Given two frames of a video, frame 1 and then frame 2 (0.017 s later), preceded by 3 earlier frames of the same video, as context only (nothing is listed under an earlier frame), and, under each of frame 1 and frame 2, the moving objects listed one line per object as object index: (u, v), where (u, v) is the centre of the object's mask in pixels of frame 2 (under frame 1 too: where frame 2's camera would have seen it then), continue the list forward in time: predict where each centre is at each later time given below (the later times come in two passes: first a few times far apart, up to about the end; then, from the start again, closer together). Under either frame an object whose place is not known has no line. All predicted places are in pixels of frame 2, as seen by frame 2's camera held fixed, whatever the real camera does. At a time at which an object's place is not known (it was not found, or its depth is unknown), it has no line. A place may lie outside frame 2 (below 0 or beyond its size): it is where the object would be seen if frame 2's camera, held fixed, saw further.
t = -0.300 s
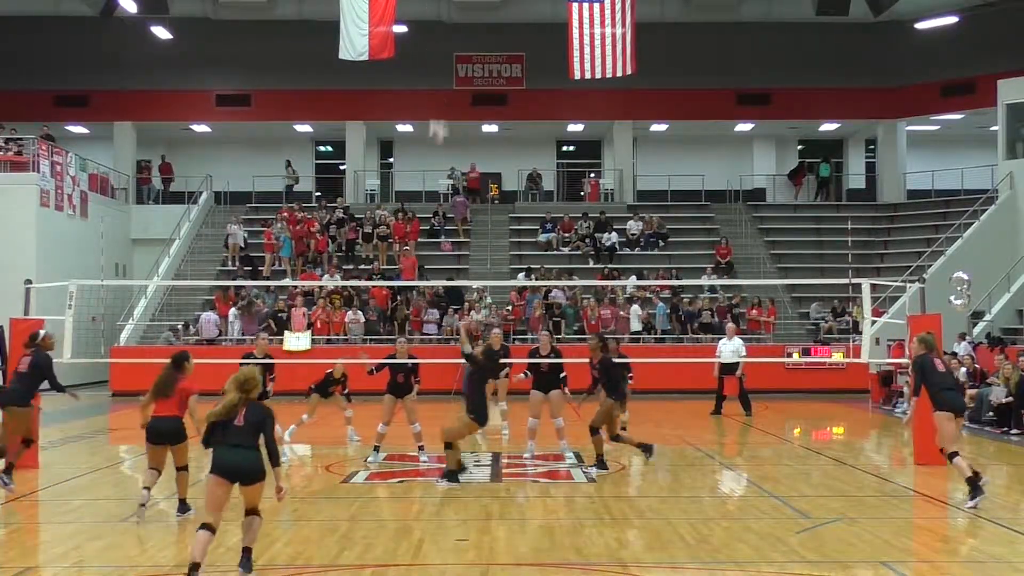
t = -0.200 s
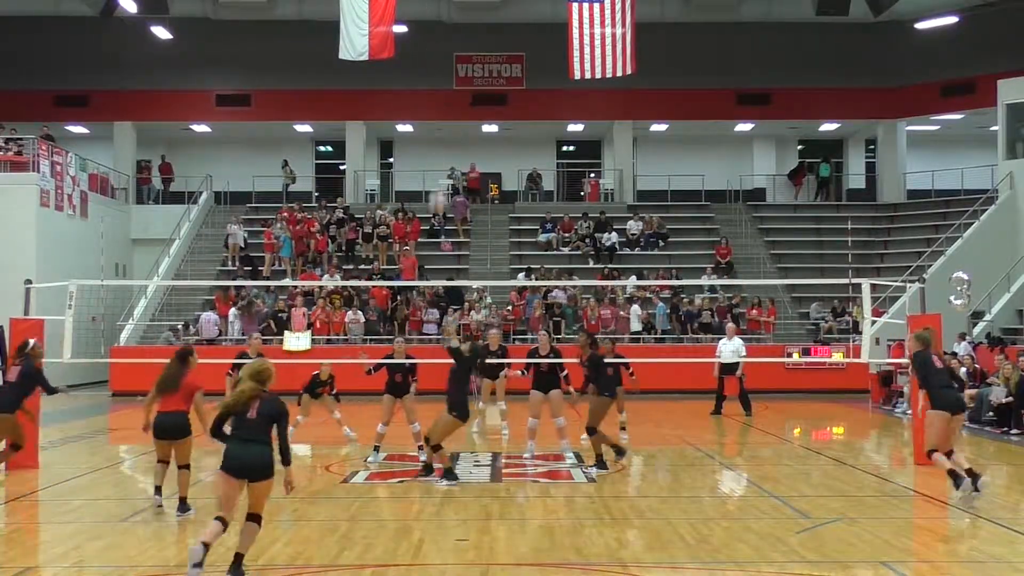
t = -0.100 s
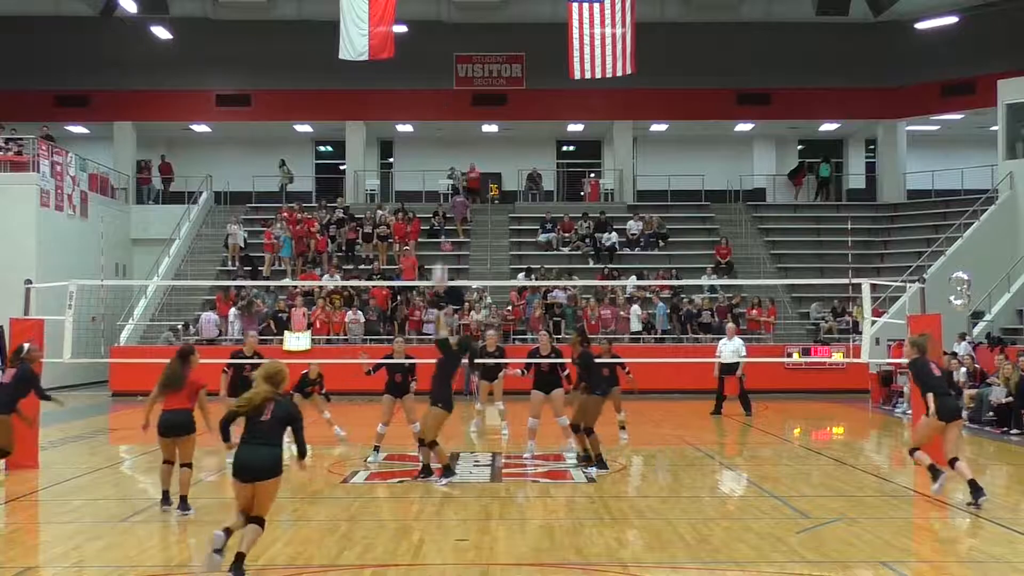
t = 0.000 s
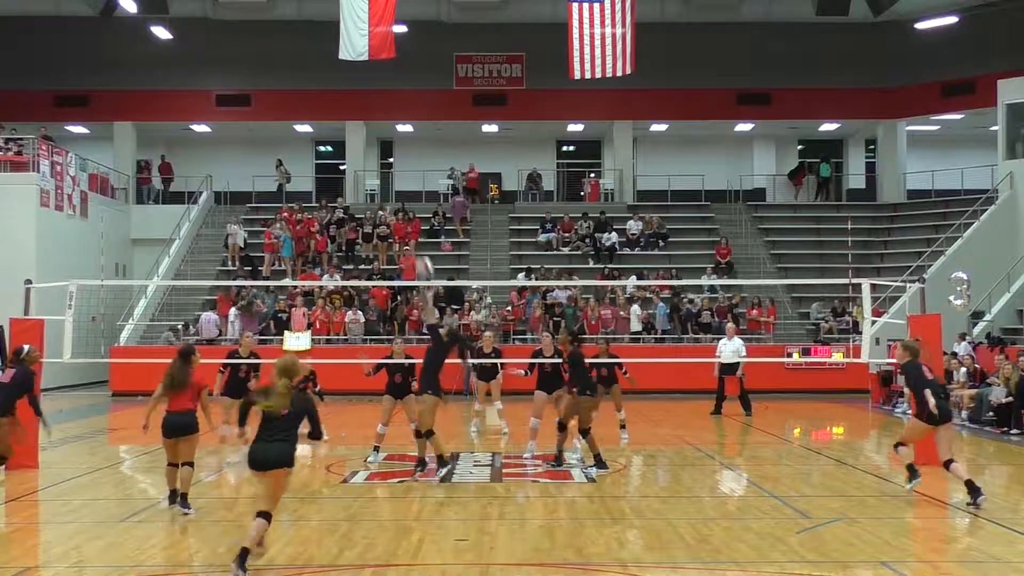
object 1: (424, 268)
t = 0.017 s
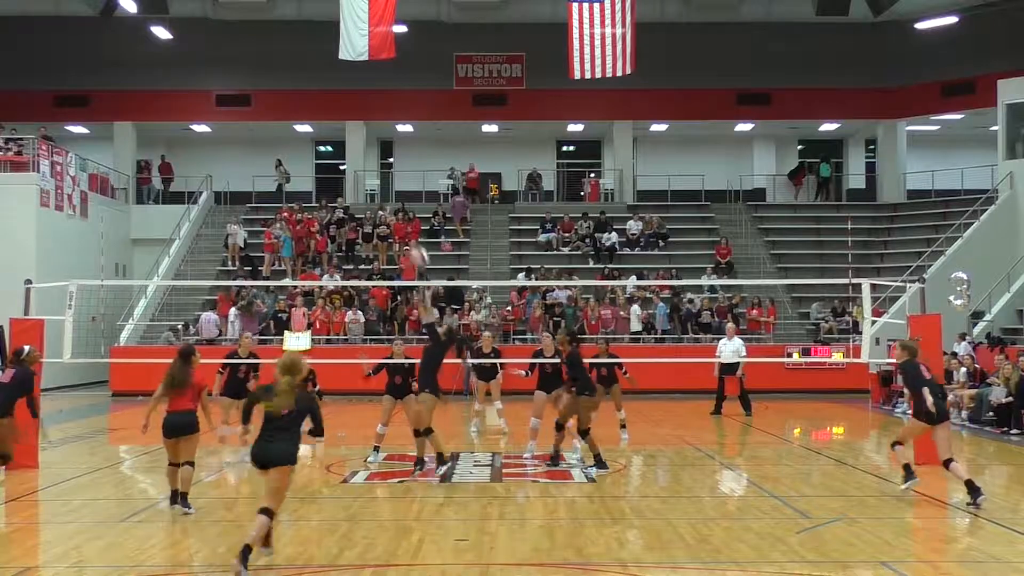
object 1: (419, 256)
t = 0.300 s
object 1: (347, 120)
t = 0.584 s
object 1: (281, 61)
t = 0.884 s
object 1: (214, 73)
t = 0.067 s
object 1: (407, 227)
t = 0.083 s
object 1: (402, 217)
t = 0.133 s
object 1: (390, 192)
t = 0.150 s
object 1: (386, 183)
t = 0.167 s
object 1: (382, 176)
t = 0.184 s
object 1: (377, 168)
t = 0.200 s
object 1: (374, 161)
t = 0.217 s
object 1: (368, 149)
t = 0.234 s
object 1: (365, 144)
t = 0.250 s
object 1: (360, 140)
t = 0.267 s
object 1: (354, 131)
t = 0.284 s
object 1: (350, 126)
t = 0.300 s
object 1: (347, 120)
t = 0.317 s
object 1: (344, 115)
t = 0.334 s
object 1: (340, 111)
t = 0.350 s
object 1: (336, 106)
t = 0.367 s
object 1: (332, 101)
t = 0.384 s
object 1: (328, 97)
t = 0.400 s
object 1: (324, 92)
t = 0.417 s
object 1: (320, 88)
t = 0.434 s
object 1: (317, 84)
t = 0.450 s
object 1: (312, 81)
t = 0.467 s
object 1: (309, 78)
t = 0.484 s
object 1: (305, 74)
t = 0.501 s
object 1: (301, 72)
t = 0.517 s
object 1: (296, 70)
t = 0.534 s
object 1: (293, 67)
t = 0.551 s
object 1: (289, 65)
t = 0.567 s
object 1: (285, 63)
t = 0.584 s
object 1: (281, 61)
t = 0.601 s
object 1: (277, 60)
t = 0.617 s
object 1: (273, 59)
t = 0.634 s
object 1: (270, 58)
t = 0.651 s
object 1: (266, 58)
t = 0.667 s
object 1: (262, 57)
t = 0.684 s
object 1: (258, 57)
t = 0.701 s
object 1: (254, 57)
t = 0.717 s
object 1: (250, 57)
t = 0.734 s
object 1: (247, 58)
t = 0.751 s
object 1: (244, 58)
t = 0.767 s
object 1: (240, 59)
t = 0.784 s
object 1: (236, 60)
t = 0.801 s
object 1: (233, 62)
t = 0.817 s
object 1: (228, 64)
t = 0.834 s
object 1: (225, 66)
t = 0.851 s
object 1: (222, 68)
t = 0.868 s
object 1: (218, 70)
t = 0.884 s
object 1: (214, 73)
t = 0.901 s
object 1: (211, 76)
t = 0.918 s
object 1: (207, 79)
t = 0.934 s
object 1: (204, 82)
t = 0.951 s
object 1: (200, 86)
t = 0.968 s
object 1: (196, 89)
